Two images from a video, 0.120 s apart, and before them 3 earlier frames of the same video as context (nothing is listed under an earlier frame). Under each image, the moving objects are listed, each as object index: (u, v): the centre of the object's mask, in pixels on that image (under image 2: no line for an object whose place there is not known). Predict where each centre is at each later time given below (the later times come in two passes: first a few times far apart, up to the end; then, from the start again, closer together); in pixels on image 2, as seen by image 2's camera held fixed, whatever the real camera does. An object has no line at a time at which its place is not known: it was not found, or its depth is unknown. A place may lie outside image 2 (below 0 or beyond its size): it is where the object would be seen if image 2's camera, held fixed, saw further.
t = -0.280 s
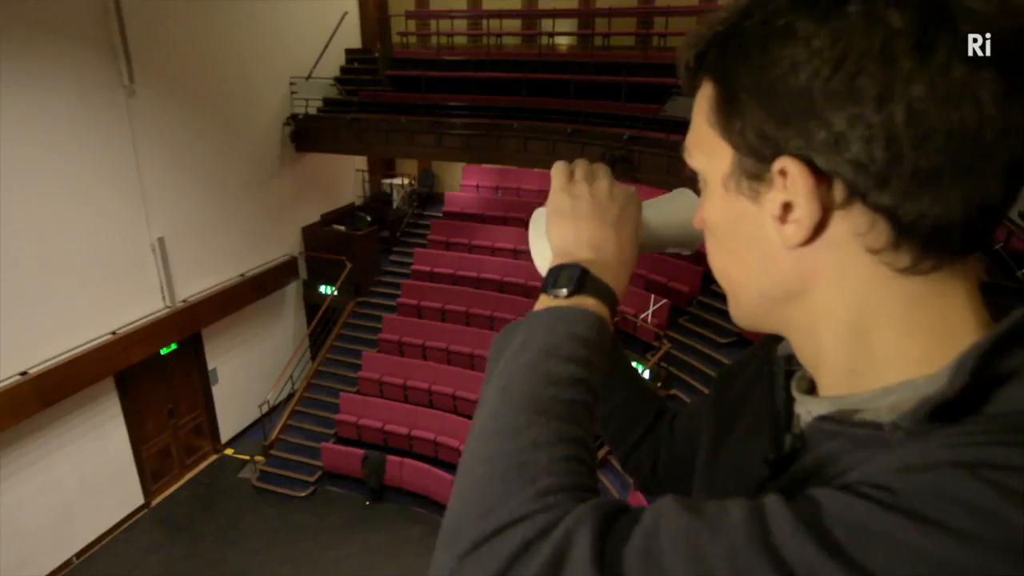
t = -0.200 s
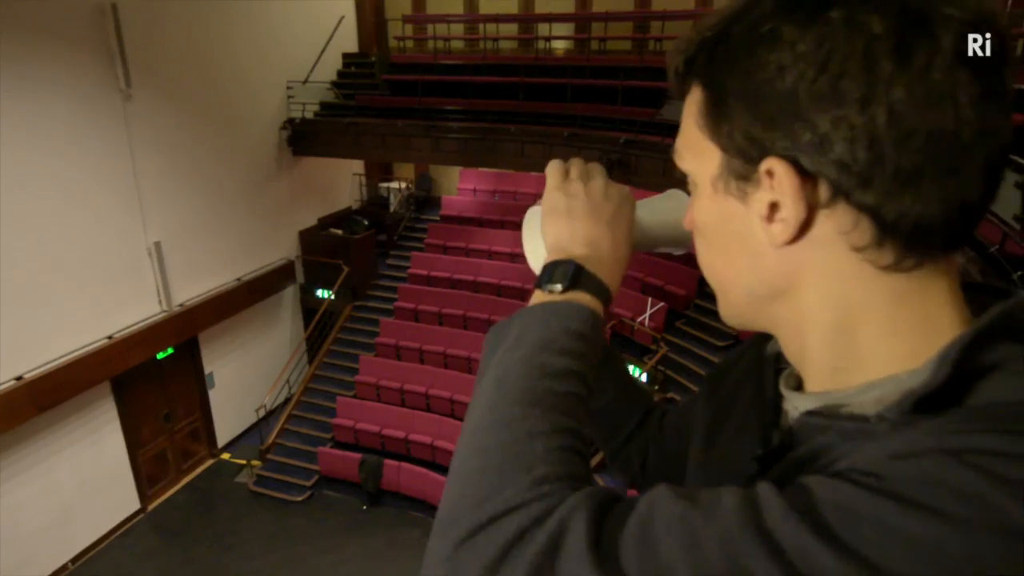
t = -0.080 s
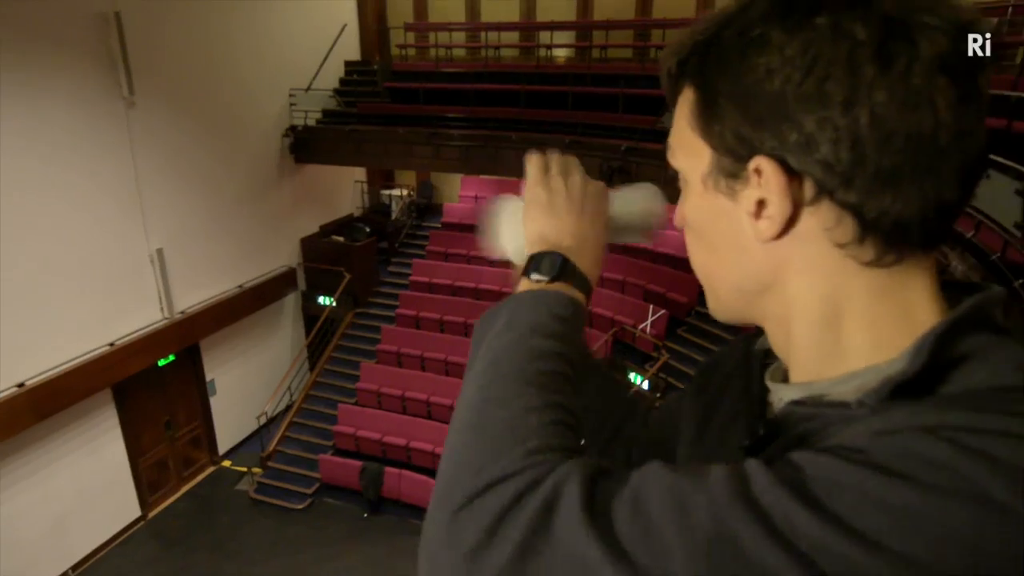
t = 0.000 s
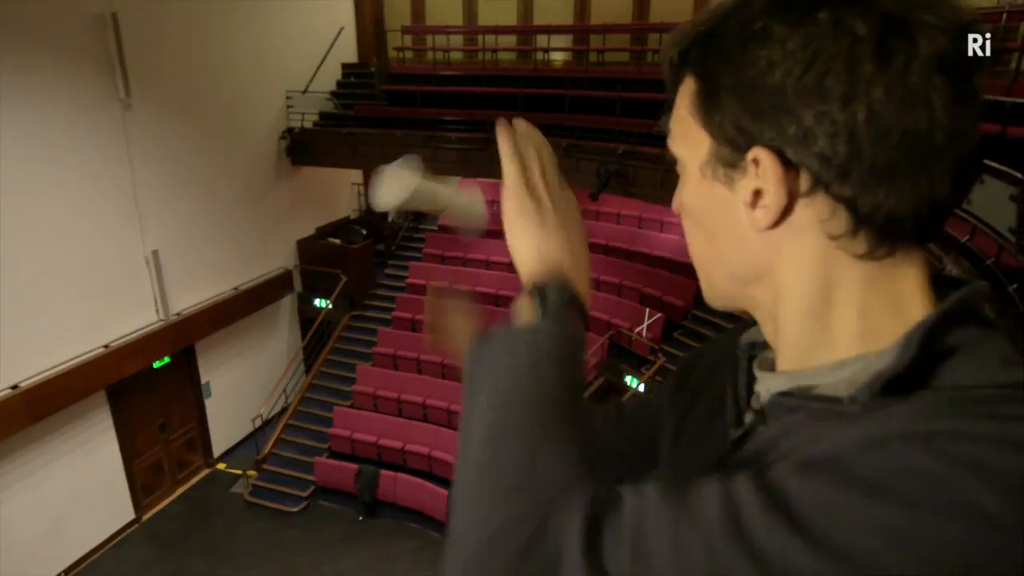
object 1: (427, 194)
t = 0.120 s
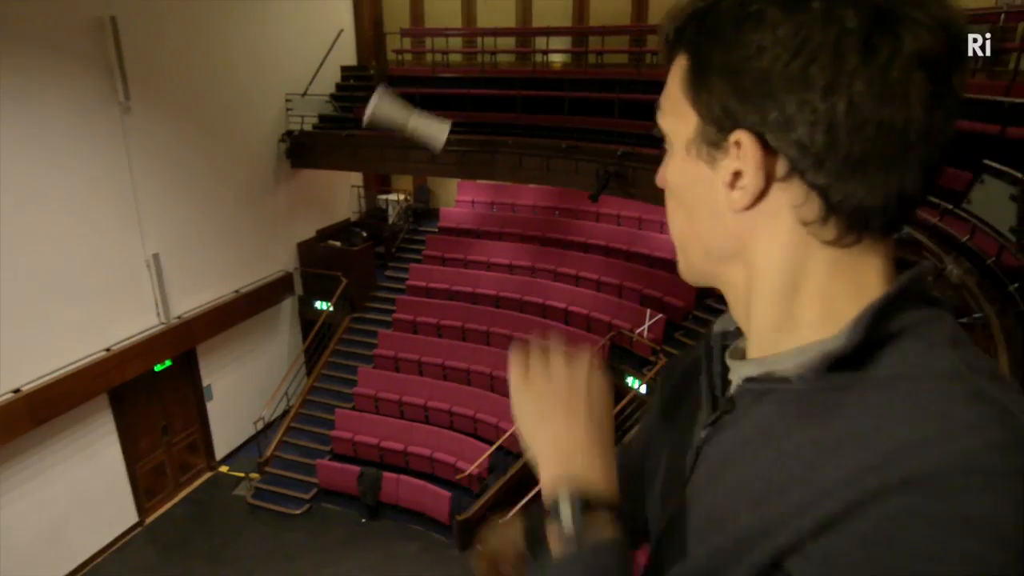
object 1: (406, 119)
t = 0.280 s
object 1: (475, 54)
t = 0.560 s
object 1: (552, 158)
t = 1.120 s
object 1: (608, 342)
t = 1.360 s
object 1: (618, 389)
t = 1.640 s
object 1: (614, 427)
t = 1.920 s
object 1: (601, 460)
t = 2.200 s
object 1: (585, 499)
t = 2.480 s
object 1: (564, 542)
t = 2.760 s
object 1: (536, 585)
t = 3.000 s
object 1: (513, 624)
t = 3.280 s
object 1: (487, 678)
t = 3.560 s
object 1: (473, 736)
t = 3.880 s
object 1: (456, 765)
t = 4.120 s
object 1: (453, 768)
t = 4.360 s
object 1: (447, 763)
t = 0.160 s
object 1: (420, 93)
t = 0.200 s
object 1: (437, 72)
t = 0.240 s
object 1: (456, 59)
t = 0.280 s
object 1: (475, 54)
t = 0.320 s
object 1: (491, 56)
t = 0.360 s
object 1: (505, 66)
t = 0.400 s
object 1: (518, 80)
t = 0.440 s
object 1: (528, 97)
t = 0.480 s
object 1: (538, 117)
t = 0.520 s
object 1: (545, 137)
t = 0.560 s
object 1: (552, 158)
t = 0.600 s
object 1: (557, 177)
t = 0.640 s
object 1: (562, 196)
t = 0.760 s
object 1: (575, 244)
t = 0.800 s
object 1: (580, 258)
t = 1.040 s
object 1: (609, 325)
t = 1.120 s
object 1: (608, 342)
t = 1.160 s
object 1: (611, 350)
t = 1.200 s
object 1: (613, 358)
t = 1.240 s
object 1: (615, 366)
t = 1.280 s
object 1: (617, 374)
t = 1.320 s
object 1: (616, 382)
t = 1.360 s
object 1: (618, 389)
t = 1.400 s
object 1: (619, 396)
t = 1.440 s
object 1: (618, 402)
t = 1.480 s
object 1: (618, 407)
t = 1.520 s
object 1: (617, 413)
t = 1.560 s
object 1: (616, 418)
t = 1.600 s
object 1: (615, 423)
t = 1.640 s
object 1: (614, 427)
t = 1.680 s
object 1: (612, 431)
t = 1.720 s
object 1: (610, 437)
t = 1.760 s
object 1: (609, 441)
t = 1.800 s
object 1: (607, 444)
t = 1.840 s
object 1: (604, 449)
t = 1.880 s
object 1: (602, 454)
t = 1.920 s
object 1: (601, 460)
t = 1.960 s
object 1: (599, 465)
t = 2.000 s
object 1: (597, 470)
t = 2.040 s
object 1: (595, 476)
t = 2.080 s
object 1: (593, 482)
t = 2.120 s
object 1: (590, 487)
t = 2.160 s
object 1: (588, 493)
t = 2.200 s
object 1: (585, 499)
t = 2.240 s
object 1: (583, 505)
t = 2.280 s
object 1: (581, 511)
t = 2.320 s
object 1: (578, 518)
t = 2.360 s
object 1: (574, 524)
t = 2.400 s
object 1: (571, 530)
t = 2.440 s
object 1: (568, 536)
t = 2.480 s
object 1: (564, 542)
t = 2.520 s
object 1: (561, 549)
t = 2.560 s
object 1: (557, 555)
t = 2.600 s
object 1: (553, 561)
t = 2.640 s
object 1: (549, 566)
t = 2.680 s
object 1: (545, 573)
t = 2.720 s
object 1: (541, 578)
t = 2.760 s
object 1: (536, 585)
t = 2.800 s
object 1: (532, 592)
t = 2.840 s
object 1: (528, 598)
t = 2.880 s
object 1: (525, 603)
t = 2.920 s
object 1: (521, 611)
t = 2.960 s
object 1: (517, 618)
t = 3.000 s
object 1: (513, 624)
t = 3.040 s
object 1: (509, 632)
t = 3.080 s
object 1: (507, 638)
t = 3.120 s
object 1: (501, 646)
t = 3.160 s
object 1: (498, 653)
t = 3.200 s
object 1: (494, 662)
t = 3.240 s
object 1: (491, 669)
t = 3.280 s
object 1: (487, 678)
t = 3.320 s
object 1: (484, 686)
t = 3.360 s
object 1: (481, 695)
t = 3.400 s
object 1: (479, 704)
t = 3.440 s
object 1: (476, 713)
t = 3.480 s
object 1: (475, 722)
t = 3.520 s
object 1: (473, 730)
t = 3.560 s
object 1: (473, 736)
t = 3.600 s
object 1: (474, 742)
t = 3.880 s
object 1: (456, 765)
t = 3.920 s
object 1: (456, 762)
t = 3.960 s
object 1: (456, 763)
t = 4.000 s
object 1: (456, 764)
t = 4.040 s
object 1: (456, 765)
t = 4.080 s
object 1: (456, 766)
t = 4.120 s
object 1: (453, 768)
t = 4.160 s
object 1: (451, 769)
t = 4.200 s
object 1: (451, 769)
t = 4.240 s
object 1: (449, 766)
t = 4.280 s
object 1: (449, 764)
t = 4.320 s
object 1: (448, 763)
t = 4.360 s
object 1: (447, 763)
